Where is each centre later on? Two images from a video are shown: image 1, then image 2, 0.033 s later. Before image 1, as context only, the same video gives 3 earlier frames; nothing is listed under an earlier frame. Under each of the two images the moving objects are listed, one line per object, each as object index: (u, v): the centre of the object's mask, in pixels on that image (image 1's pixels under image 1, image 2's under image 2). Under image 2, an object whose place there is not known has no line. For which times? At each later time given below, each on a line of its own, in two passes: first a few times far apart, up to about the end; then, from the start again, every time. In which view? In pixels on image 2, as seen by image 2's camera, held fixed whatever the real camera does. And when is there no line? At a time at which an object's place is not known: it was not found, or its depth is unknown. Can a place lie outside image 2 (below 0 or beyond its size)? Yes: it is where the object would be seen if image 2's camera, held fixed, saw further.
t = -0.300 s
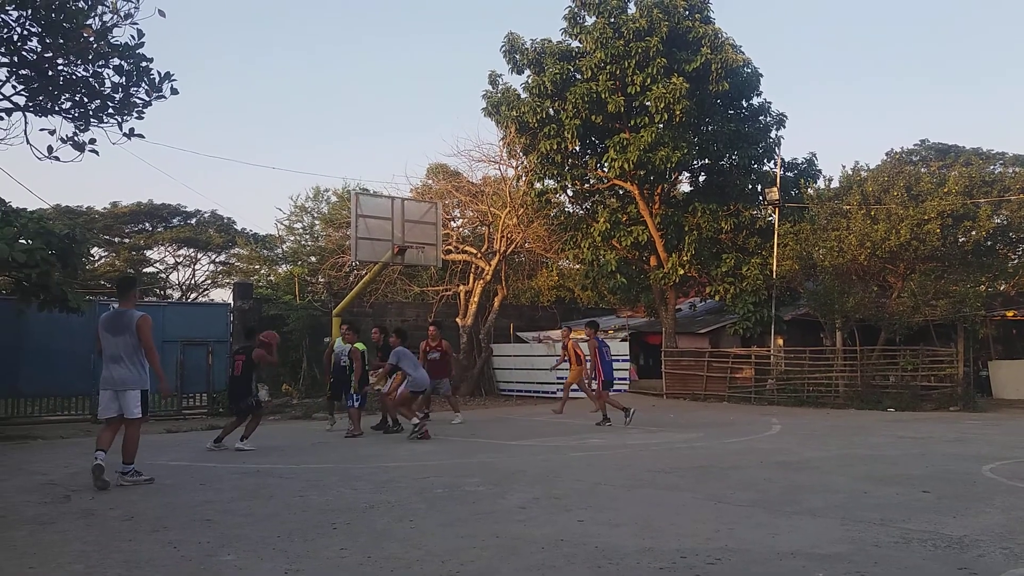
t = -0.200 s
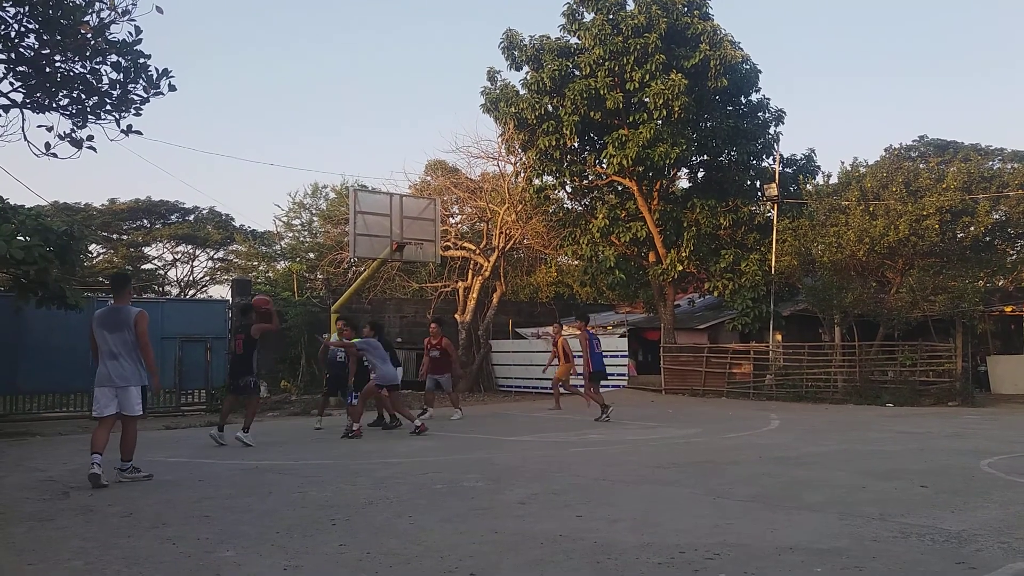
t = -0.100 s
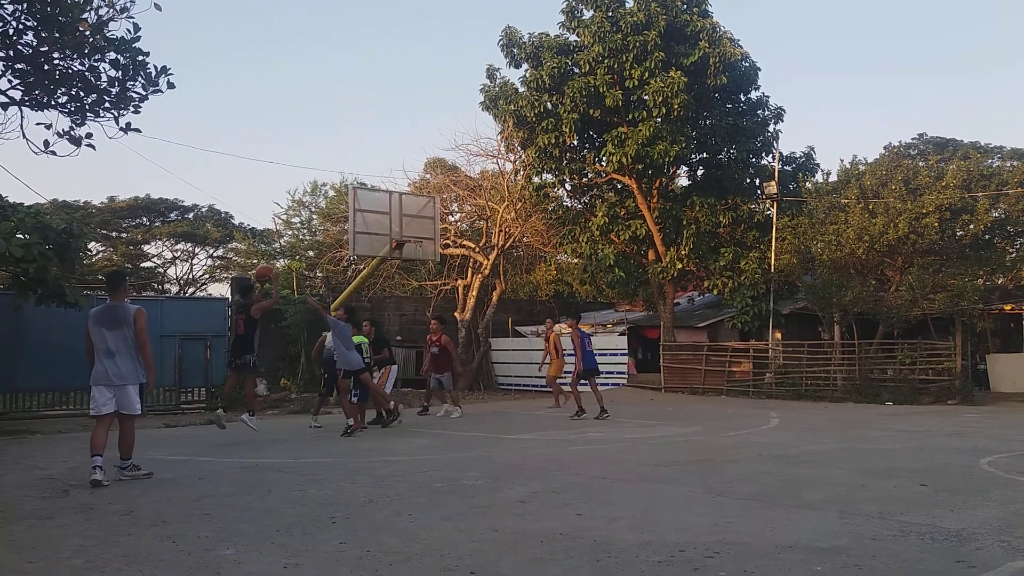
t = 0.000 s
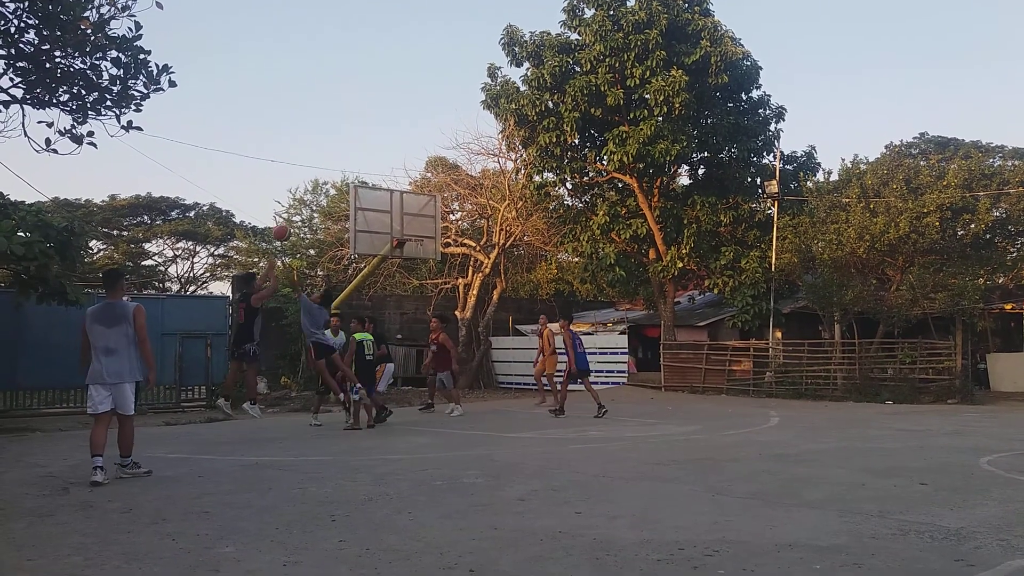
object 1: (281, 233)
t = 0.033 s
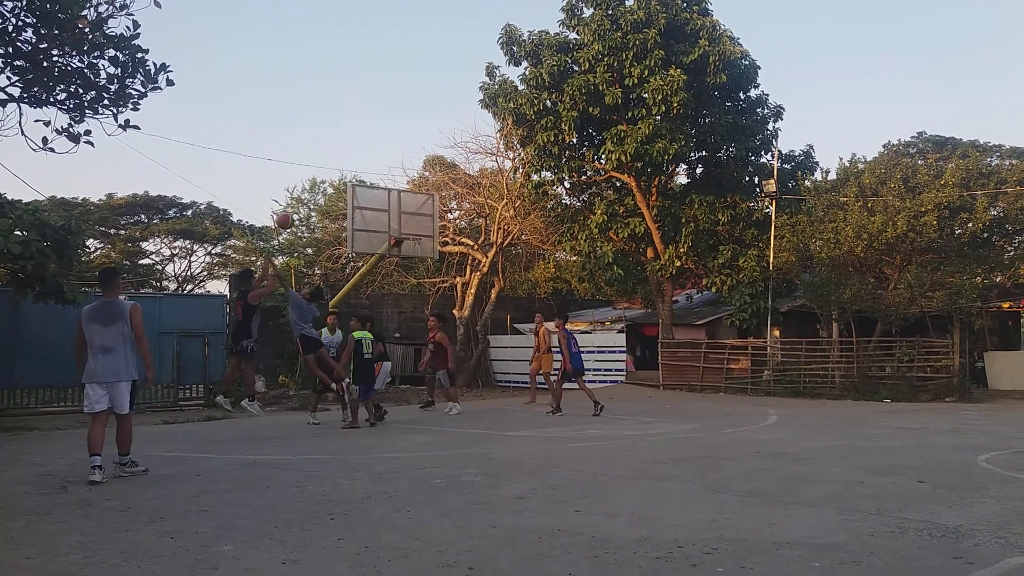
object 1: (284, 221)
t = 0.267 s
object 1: (319, 173)
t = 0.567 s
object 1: (356, 168)
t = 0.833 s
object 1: (384, 206)
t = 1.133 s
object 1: (407, 227)
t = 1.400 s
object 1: (423, 238)
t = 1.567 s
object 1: (436, 251)
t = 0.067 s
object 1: (290, 212)
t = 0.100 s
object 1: (295, 203)
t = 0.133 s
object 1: (300, 195)
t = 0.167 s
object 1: (305, 188)
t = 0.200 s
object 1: (310, 182)
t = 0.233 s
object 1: (315, 177)
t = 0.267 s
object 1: (319, 173)
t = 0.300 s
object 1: (323, 169)
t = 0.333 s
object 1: (328, 167)
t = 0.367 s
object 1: (332, 165)
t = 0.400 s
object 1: (336, 163)
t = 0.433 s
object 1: (340, 163)
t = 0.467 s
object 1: (344, 163)
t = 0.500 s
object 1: (348, 164)
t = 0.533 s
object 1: (352, 166)
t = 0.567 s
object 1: (356, 168)
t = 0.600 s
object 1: (360, 171)
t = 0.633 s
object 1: (363, 174)
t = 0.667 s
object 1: (367, 178)
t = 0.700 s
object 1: (370, 183)
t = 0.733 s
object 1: (374, 188)
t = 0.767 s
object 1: (377, 193)
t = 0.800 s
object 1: (381, 199)
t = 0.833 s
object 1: (384, 206)
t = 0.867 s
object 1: (388, 213)
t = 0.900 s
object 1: (390, 221)
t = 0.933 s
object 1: (394, 229)
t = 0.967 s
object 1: (396, 230)
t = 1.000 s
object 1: (399, 228)
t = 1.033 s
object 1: (401, 227)
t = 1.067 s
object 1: (403, 226)
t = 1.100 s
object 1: (405, 226)
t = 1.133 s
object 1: (407, 227)
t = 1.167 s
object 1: (409, 228)
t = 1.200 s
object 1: (411, 230)
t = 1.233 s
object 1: (413, 232)
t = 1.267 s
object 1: (415, 233)
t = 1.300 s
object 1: (416, 235)
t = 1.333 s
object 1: (418, 236)
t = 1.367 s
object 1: (421, 237)
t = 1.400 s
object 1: (423, 238)
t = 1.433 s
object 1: (425, 239)
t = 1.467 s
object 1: (428, 241)
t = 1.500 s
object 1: (431, 244)
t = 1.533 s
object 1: (433, 248)
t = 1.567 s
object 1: (436, 251)
